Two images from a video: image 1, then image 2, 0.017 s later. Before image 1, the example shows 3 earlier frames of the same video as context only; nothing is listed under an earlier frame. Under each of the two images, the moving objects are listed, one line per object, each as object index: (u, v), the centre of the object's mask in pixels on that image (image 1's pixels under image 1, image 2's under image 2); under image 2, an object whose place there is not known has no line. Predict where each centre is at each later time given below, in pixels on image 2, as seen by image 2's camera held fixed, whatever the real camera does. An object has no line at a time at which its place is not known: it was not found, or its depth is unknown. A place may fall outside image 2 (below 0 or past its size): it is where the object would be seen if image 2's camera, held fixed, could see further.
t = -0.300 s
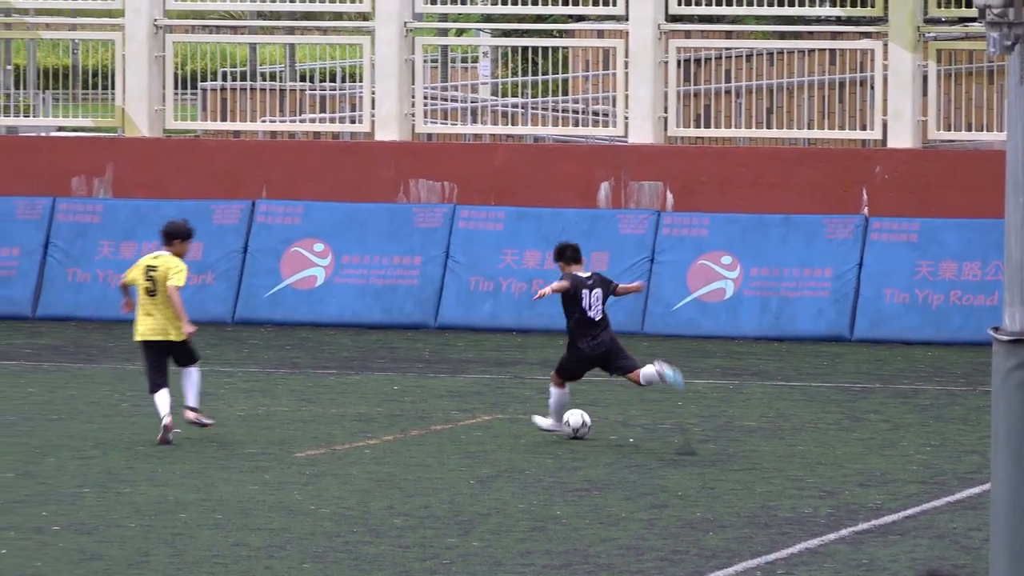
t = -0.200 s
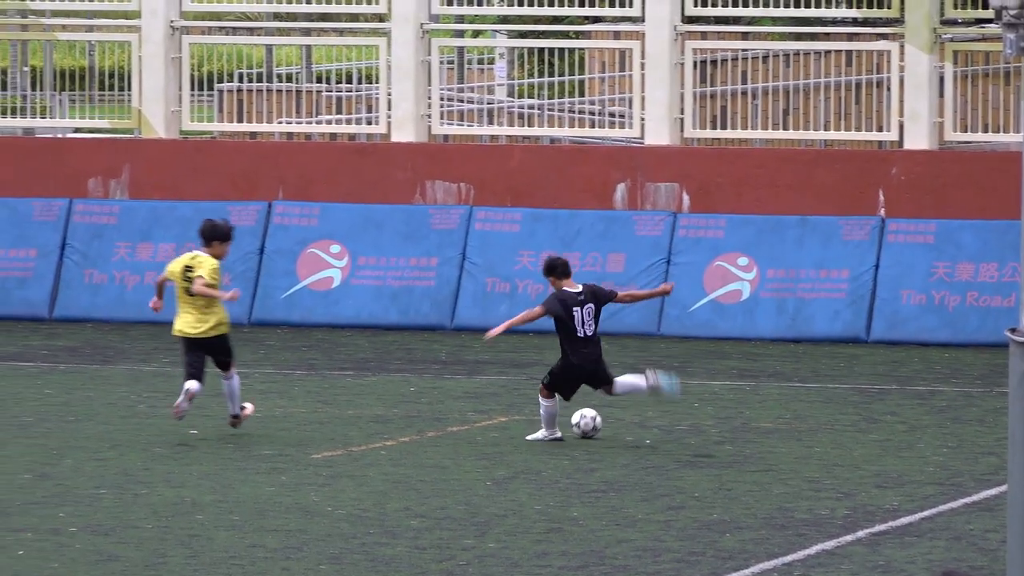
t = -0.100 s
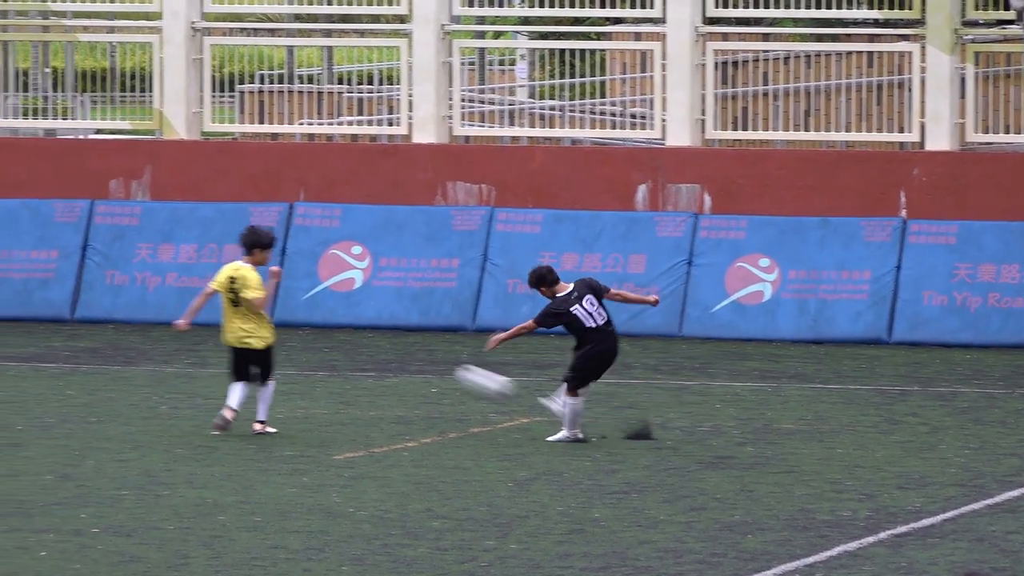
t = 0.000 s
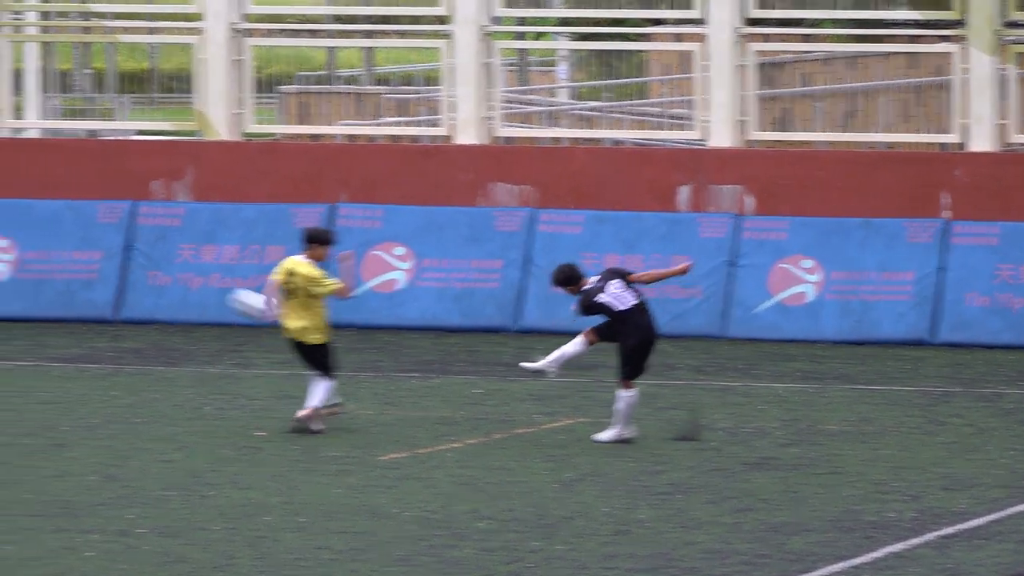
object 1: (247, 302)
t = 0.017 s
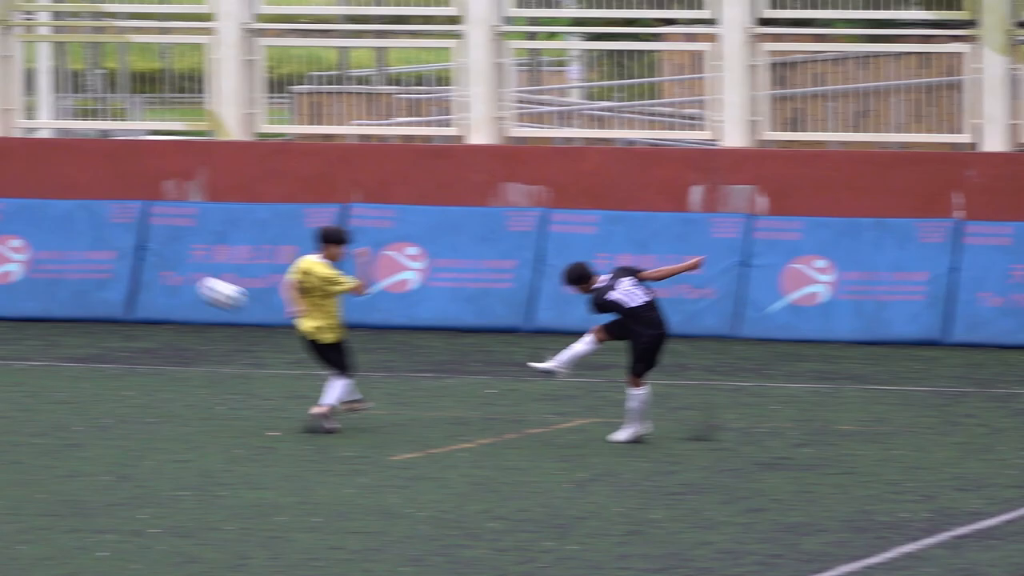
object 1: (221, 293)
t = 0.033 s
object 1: (178, 282)
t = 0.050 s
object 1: (135, 271)
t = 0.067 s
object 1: (93, 261)
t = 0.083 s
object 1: (50, 252)
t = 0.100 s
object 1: (9, 243)
